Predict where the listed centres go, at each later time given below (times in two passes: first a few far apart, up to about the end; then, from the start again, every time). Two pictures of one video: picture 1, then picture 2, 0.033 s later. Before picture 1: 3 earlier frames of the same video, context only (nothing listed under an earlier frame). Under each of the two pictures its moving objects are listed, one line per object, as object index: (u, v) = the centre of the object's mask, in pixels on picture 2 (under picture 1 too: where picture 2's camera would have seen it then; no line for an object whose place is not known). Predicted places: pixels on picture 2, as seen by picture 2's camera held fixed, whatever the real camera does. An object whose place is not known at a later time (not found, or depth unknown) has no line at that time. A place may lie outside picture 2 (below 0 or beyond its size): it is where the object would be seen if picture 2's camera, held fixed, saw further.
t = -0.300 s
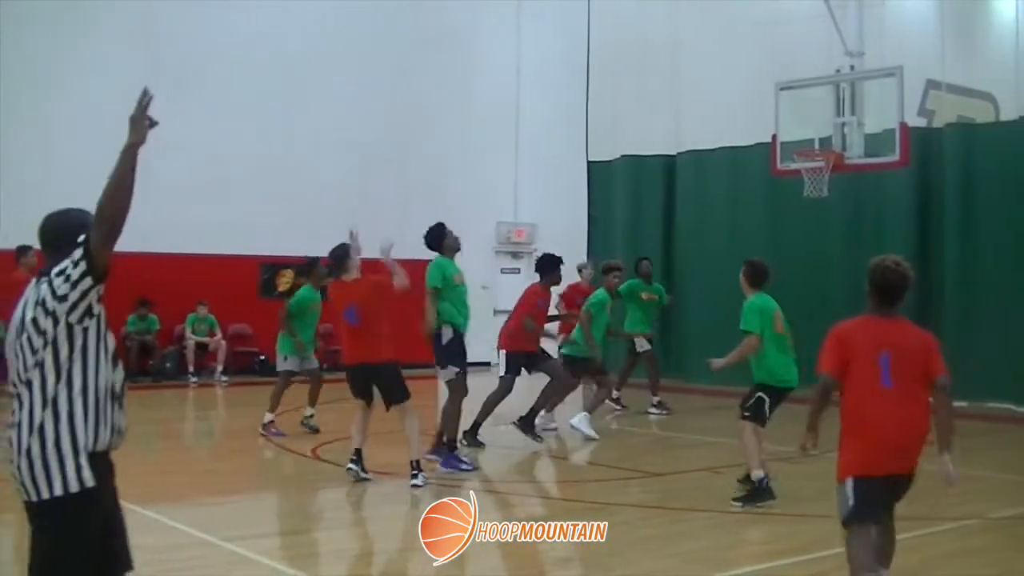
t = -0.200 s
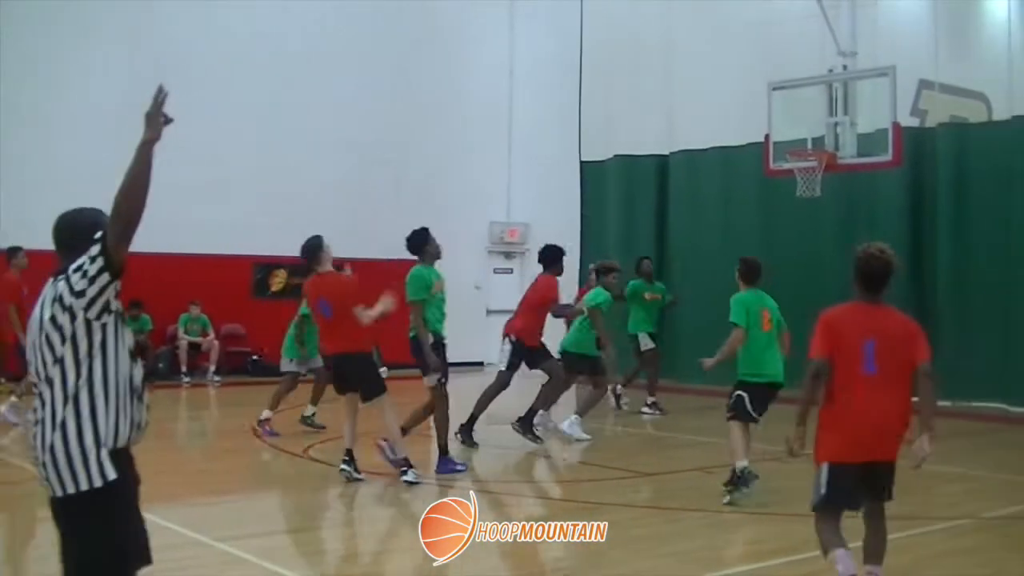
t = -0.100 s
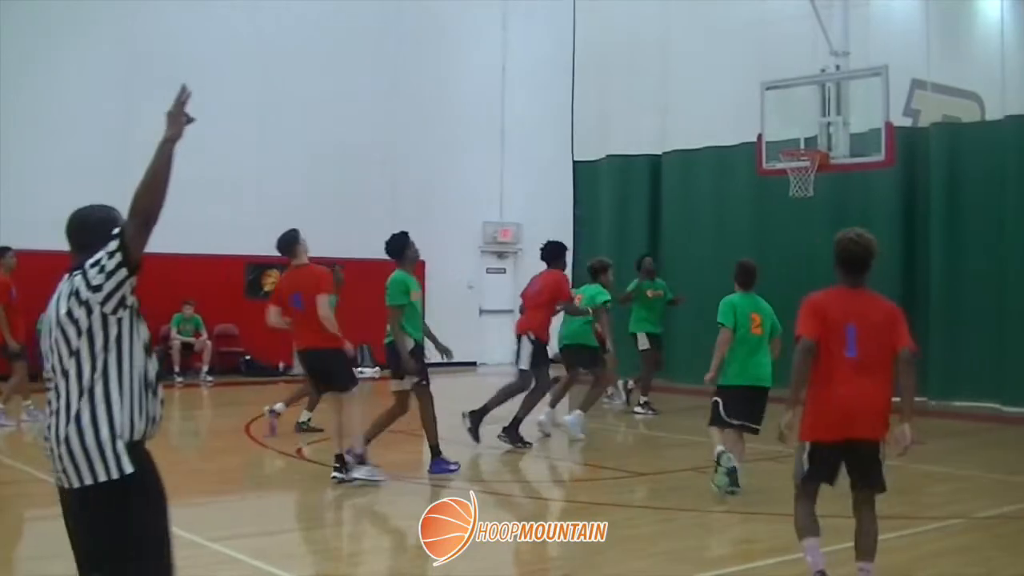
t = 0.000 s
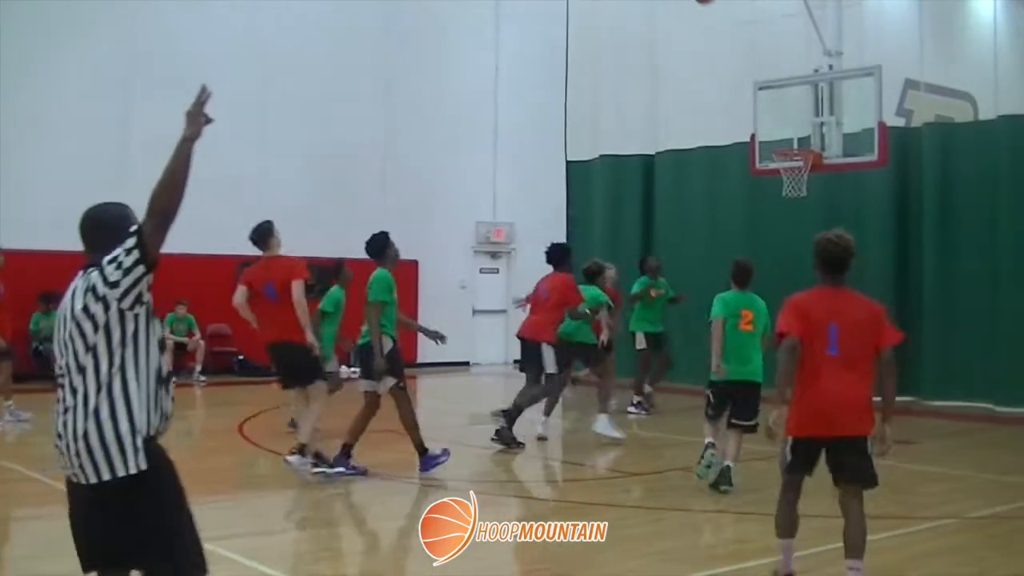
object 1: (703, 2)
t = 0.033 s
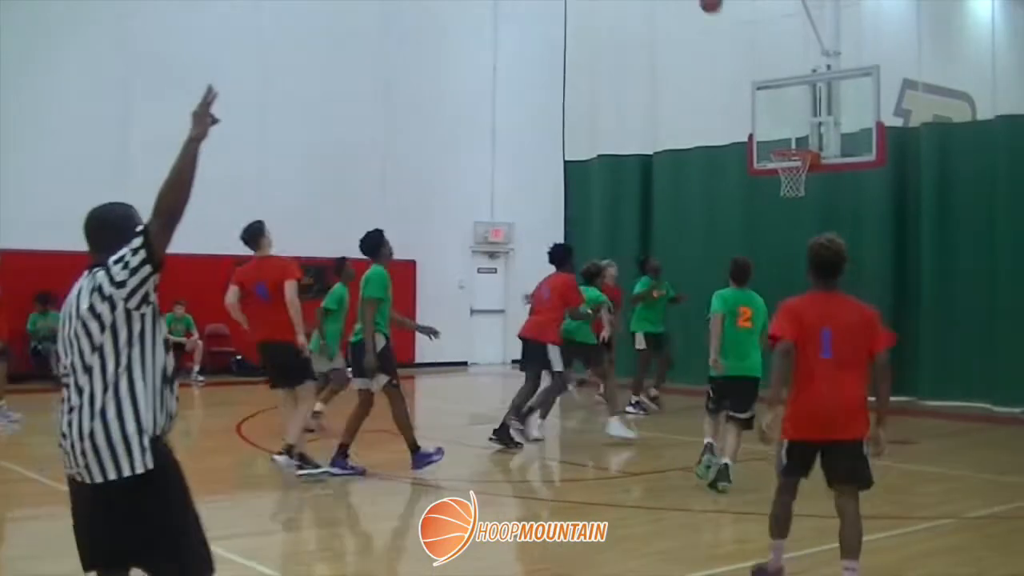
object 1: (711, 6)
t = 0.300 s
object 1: (775, 103)
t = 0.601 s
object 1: (753, 203)
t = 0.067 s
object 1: (719, 11)
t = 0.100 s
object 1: (727, 23)
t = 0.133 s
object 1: (735, 34)
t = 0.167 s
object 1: (743, 46)
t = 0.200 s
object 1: (751, 59)
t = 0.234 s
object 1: (759, 73)
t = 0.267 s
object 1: (767, 88)
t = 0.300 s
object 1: (775, 103)
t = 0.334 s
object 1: (783, 119)
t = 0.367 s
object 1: (790, 136)
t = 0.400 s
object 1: (795, 155)
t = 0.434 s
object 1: (788, 161)
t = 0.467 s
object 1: (778, 176)
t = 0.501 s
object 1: (774, 178)
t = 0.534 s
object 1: (764, 189)
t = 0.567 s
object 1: (758, 195)
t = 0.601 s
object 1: (753, 203)
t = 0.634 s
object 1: (748, 212)
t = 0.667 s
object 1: (742, 220)
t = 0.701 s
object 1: (735, 232)
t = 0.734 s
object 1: (729, 242)
